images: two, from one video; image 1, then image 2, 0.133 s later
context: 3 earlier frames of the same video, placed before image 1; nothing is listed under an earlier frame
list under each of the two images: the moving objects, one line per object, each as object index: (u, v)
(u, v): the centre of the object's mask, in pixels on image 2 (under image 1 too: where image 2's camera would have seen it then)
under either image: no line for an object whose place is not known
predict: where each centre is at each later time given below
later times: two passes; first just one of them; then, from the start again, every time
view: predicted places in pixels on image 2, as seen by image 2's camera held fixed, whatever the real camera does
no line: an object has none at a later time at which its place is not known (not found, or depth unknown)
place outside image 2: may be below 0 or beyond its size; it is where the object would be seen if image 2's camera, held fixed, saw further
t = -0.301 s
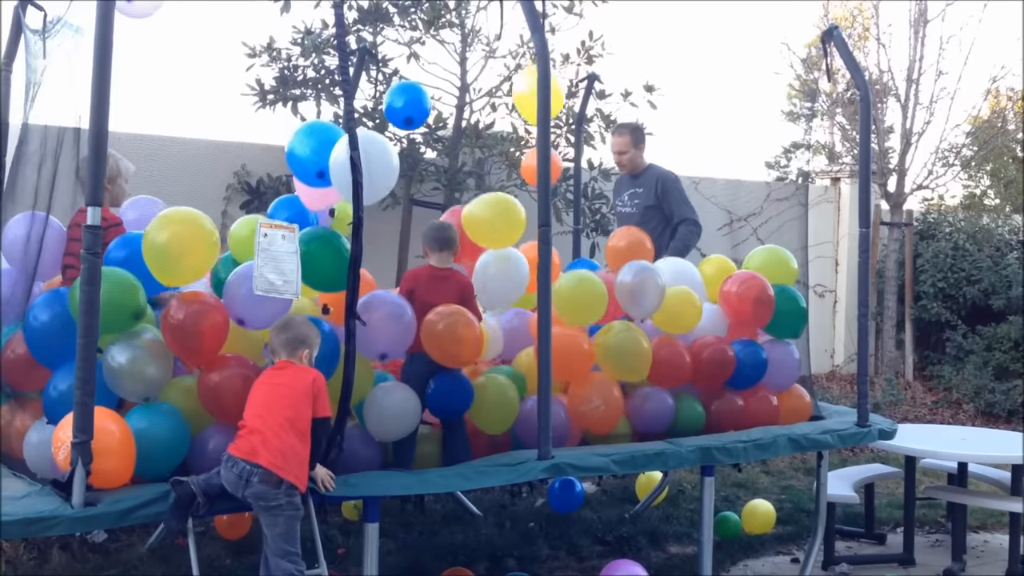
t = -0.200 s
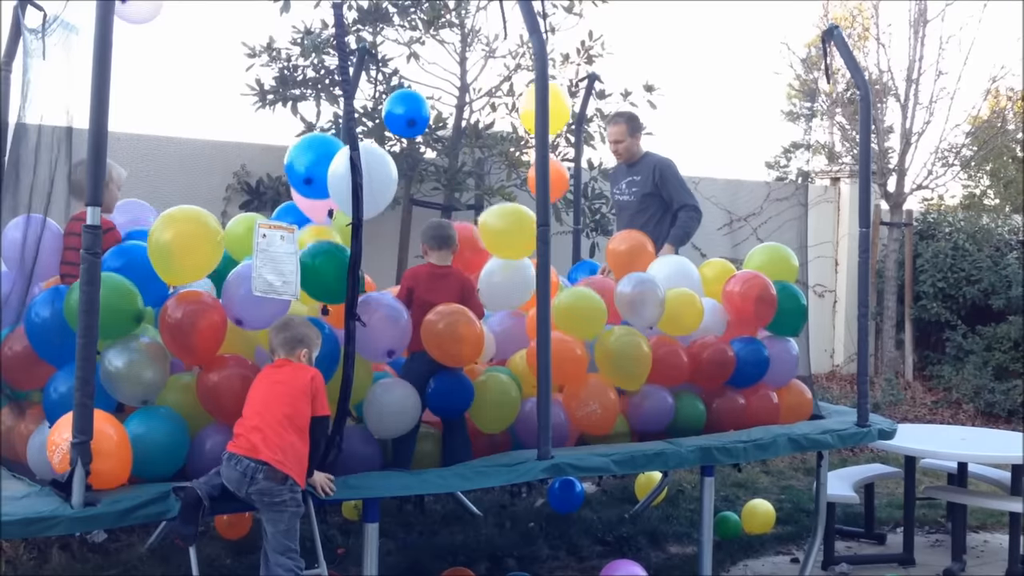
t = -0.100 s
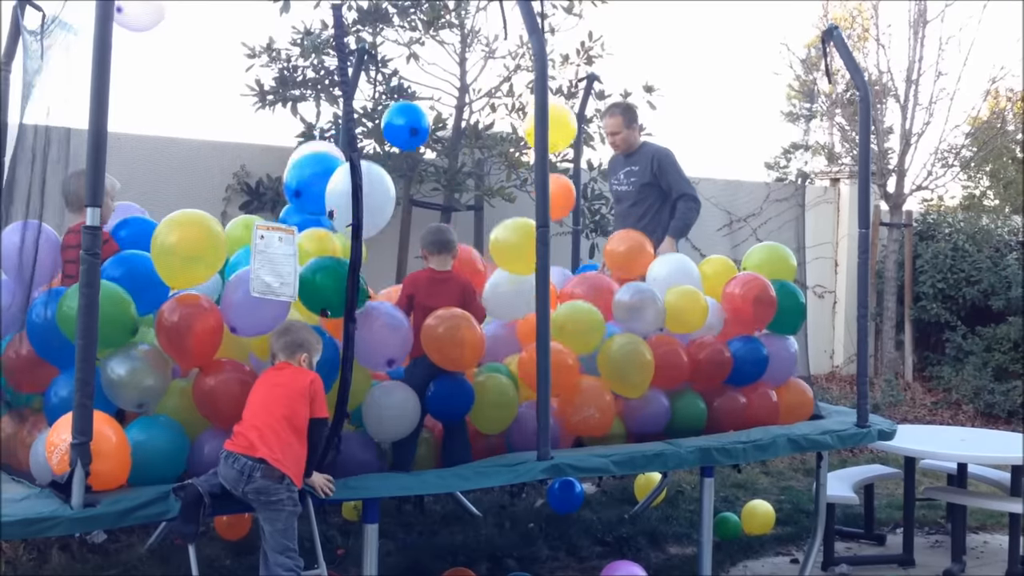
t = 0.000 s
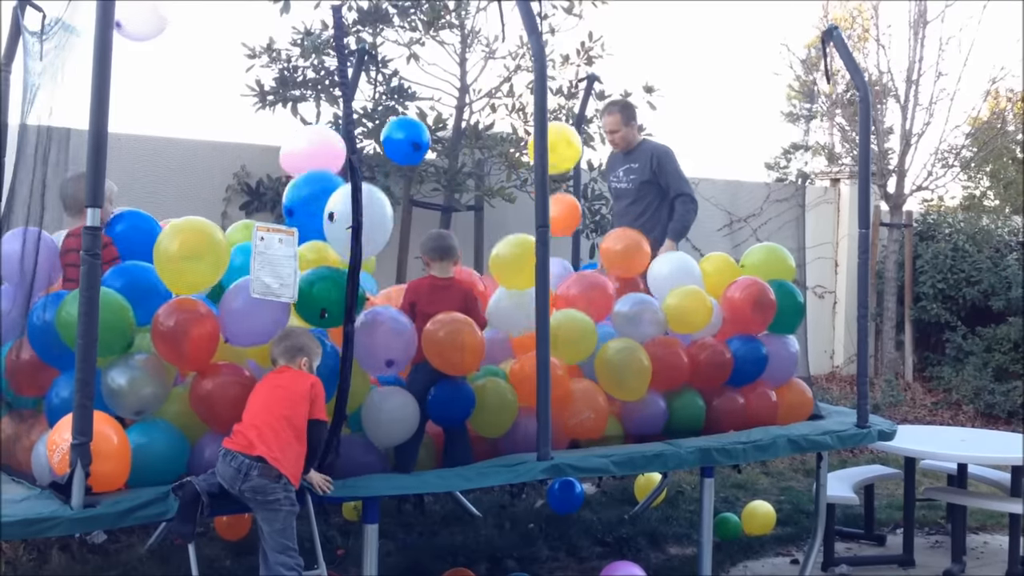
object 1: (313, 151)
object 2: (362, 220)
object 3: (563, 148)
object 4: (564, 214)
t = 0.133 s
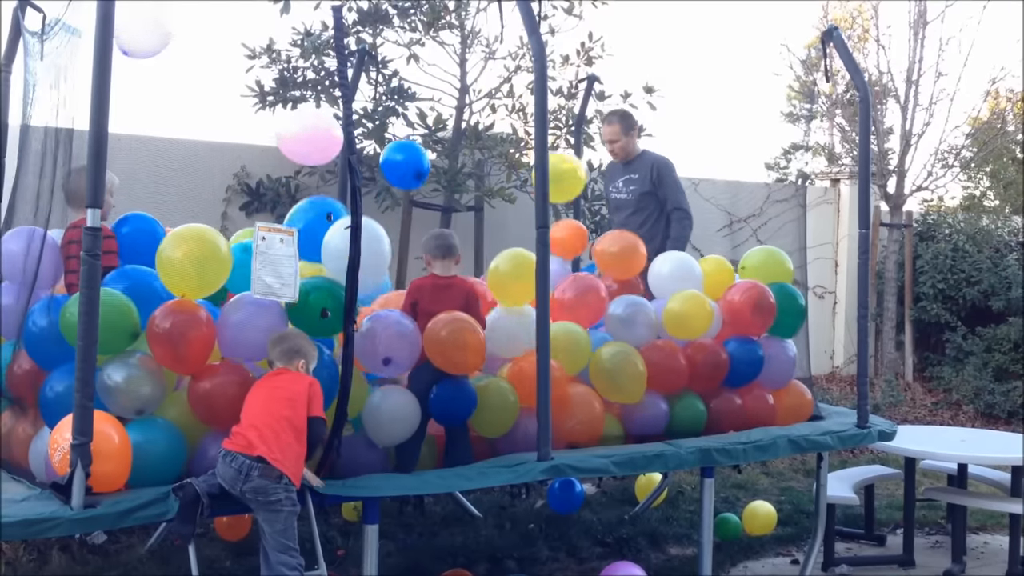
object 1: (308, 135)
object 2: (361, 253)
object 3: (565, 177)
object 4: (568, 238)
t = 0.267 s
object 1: (304, 125)
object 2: (360, 276)
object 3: (565, 208)
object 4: (575, 250)
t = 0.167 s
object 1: (307, 132)
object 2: (360, 259)
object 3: (566, 185)
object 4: (570, 242)
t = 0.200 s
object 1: (307, 129)
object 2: (359, 267)
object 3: (566, 192)
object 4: (571, 244)
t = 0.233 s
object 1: (305, 127)
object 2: (360, 273)
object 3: (566, 200)
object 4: (573, 247)
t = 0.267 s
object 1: (304, 125)
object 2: (360, 276)
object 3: (565, 208)
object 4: (575, 250)
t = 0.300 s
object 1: (303, 124)
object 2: (360, 277)
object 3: (565, 216)
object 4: (576, 253)
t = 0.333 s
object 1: (302, 123)
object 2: (361, 281)
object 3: (564, 224)
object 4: (578, 257)
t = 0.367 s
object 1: (301, 122)
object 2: (362, 282)
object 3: (564, 232)
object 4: (579, 260)
